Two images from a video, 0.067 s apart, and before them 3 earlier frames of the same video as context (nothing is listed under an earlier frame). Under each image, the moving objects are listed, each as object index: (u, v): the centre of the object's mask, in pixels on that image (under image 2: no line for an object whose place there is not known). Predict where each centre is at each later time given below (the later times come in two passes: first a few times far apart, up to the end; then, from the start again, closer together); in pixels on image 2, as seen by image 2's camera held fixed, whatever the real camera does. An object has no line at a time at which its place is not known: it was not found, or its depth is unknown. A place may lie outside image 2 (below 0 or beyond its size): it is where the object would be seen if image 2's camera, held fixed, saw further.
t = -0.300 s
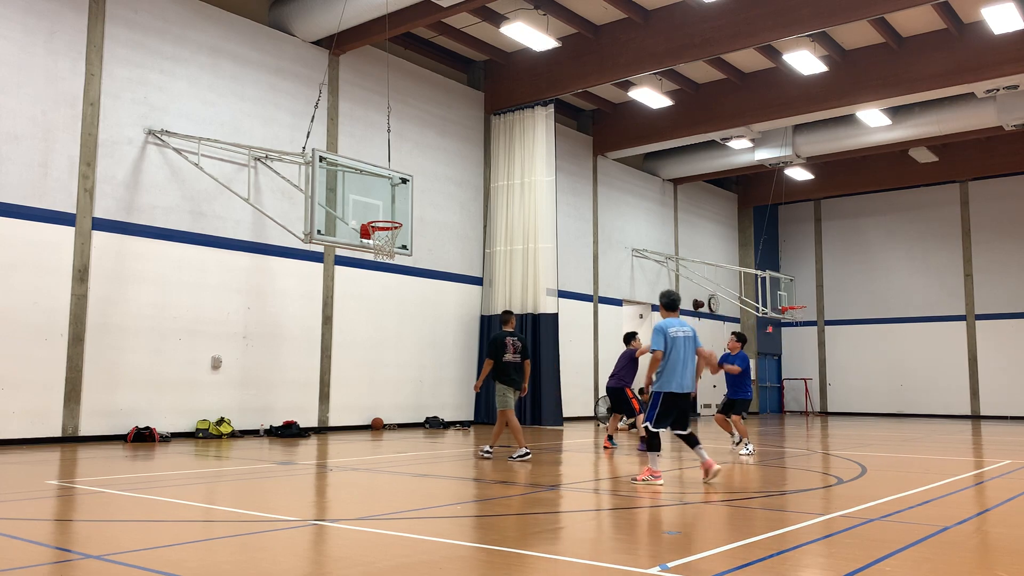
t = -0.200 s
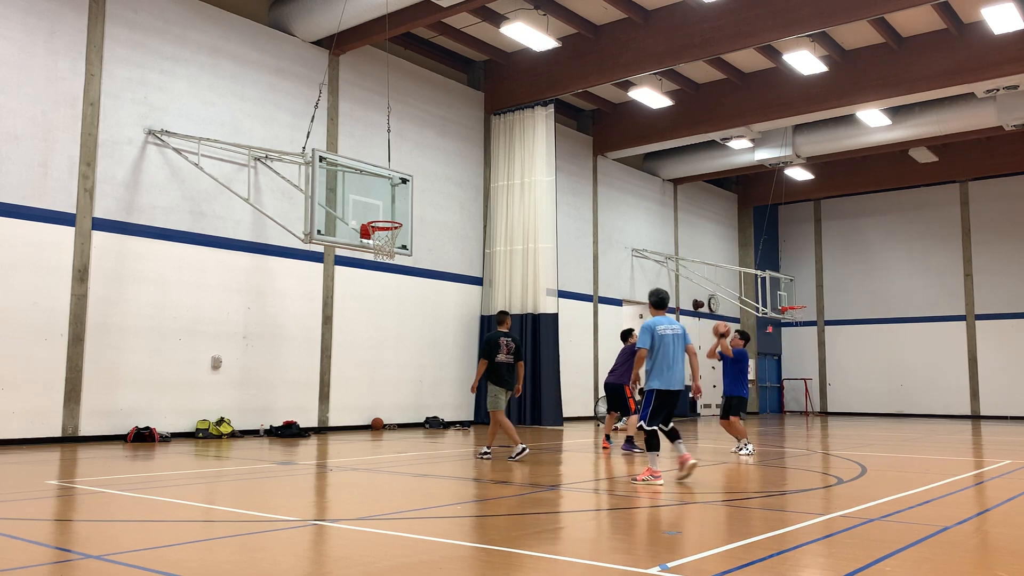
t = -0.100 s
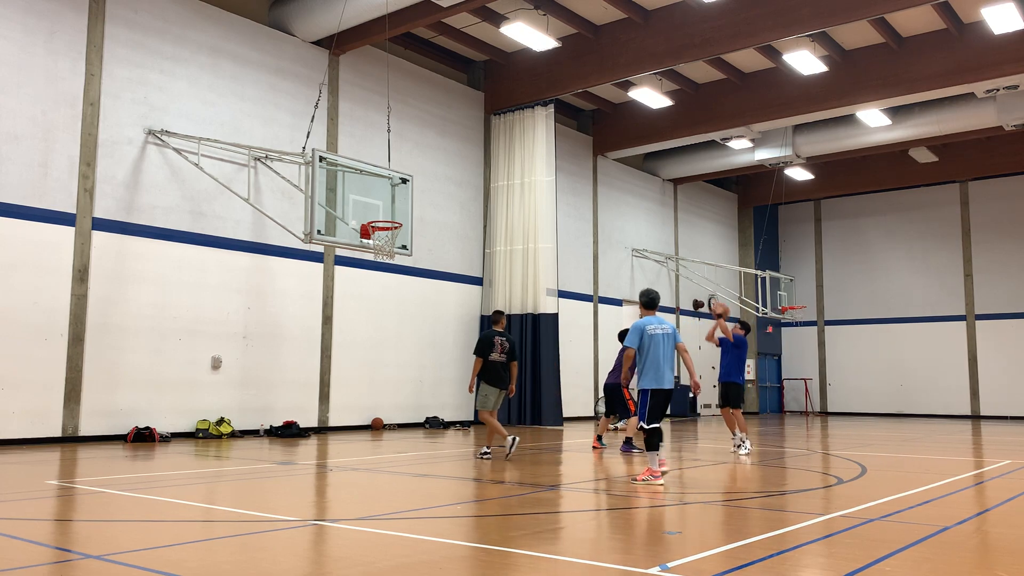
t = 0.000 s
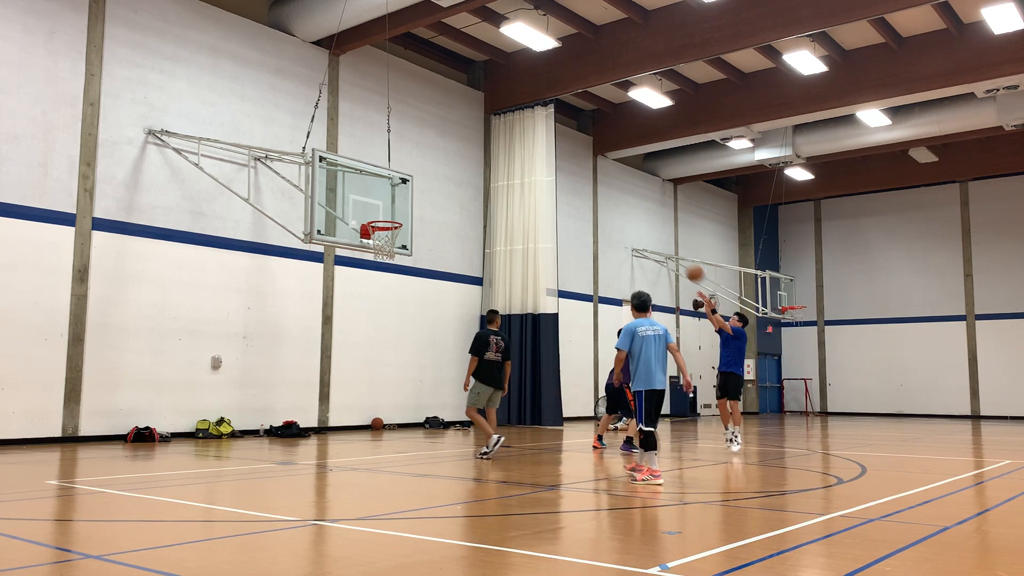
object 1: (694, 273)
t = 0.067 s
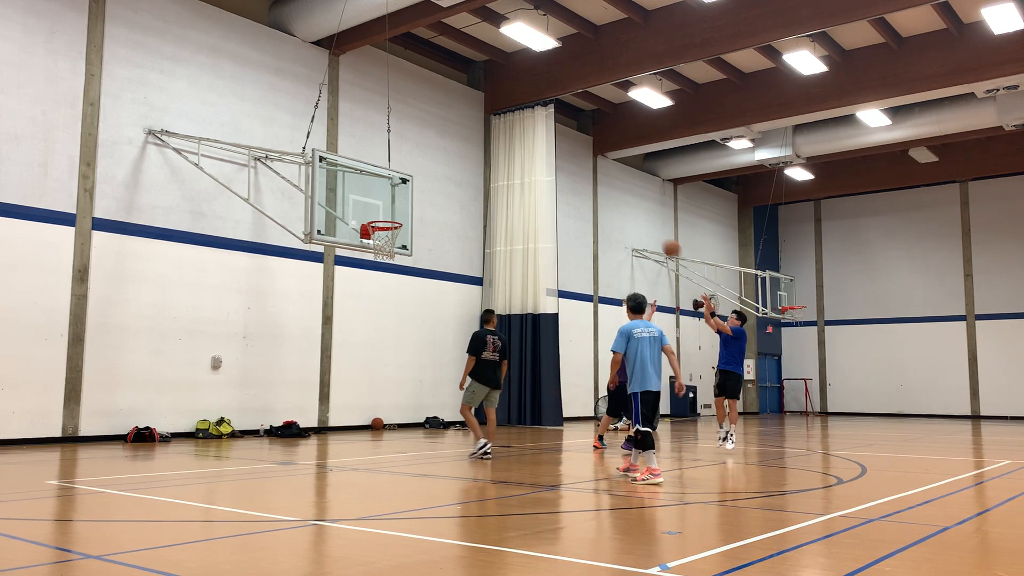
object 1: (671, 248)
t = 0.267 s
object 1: (603, 192)
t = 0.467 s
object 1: (536, 164)
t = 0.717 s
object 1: (453, 167)
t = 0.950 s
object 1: (375, 209)
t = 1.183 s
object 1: (341, 187)
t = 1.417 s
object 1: (339, 185)
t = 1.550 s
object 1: (337, 203)
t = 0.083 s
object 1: (665, 242)
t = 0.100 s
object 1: (659, 237)
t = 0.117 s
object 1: (653, 231)
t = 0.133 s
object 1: (648, 226)
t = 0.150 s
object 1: (642, 221)
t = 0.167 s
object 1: (636, 216)
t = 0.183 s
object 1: (631, 212)
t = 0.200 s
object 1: (625, 208)
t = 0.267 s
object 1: (603, 192)
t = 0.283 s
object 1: (597, 189)
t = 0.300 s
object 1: (591, 186)
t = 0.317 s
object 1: (586, 183)
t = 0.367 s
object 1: (569, 175)
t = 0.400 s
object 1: (558, 170)
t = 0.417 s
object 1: (553, 169)
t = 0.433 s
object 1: (547, 167)
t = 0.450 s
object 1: (541, 165)
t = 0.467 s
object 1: (536, 164)
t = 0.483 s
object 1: (530, 163)
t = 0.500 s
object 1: (525, 162)
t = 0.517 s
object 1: (520, 161)
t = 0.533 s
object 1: (514, 161)
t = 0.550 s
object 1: (509, 160)
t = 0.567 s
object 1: (503, 161)
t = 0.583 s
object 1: (497, 160)
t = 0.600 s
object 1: (492, 161)
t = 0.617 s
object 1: (487, 161)
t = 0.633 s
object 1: (481, 161)
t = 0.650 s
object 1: (476, 162)
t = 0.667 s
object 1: (470, 164)
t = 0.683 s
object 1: (465, 165)
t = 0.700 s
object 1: (459, 166)
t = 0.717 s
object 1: (453, 167)
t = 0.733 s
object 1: (448, 169)
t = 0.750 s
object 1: (442, 171)
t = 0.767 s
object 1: (437, 173)
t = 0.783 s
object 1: (431, 175)
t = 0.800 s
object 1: (426, 178)
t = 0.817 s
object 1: (421, 180)
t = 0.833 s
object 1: (415, 183)
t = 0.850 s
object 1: (409, 186)
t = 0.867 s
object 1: (404, 189)
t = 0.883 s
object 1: (398, 193)
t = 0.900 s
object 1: (393, 196)
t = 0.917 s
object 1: (387, 200)
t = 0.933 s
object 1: (381, 204)
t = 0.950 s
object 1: (375, 209)
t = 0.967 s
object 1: (370, 213)
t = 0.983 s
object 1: (366, 213)
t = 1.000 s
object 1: (363, 210)
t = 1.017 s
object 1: (360, 207)
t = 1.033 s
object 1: (357, 205)
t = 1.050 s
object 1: (354, 202)
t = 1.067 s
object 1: (351, 200)
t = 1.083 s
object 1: (348, 197)
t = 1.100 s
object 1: (345, 196)
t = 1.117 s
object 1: (342, 194)
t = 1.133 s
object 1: (341, 192)
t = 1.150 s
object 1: (341, 190)
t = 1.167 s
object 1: (341, 188)
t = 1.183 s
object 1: (341, 187)
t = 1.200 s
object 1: (341, 185)
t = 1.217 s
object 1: (341, 184)
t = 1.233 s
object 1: (340, 183)
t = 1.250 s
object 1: (340, 182)
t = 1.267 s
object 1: (340, 182)
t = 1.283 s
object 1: (340, 181)
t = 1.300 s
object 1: (340, 181)
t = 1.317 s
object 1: (340, 181)
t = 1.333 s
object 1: (340, 181)
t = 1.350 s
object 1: (340, 182)
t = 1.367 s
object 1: (339, 182)
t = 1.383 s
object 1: (339, 183)
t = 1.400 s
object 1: (339, 184)
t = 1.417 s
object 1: (339, 185)
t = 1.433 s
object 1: (338, 187)
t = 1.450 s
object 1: (338, 189)
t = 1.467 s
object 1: (338, 190)
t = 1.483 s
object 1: (338, 192)
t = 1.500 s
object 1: (338, 195)
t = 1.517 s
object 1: (338, 197)
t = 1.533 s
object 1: (337, 200)
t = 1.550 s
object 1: (337, 203)
